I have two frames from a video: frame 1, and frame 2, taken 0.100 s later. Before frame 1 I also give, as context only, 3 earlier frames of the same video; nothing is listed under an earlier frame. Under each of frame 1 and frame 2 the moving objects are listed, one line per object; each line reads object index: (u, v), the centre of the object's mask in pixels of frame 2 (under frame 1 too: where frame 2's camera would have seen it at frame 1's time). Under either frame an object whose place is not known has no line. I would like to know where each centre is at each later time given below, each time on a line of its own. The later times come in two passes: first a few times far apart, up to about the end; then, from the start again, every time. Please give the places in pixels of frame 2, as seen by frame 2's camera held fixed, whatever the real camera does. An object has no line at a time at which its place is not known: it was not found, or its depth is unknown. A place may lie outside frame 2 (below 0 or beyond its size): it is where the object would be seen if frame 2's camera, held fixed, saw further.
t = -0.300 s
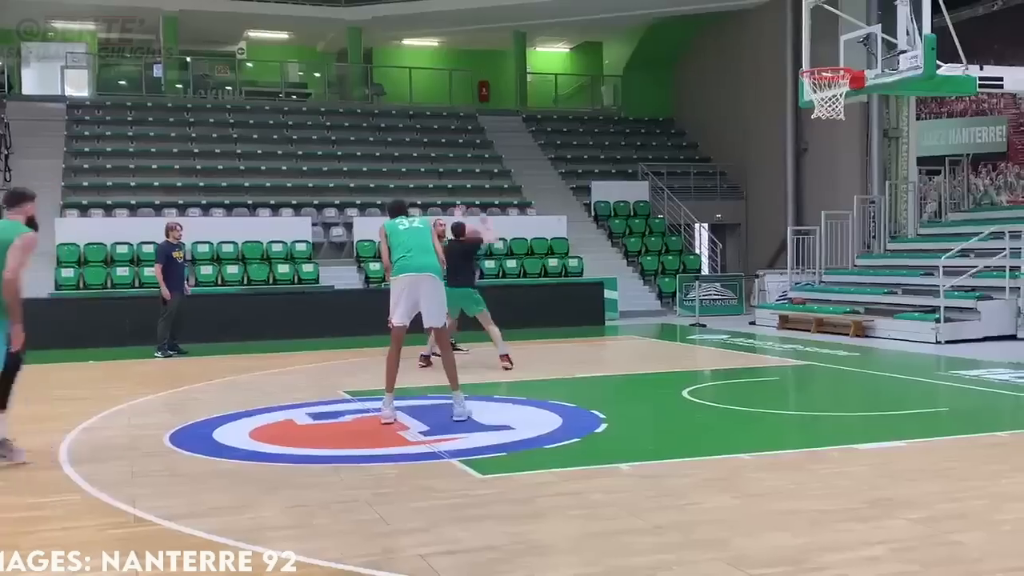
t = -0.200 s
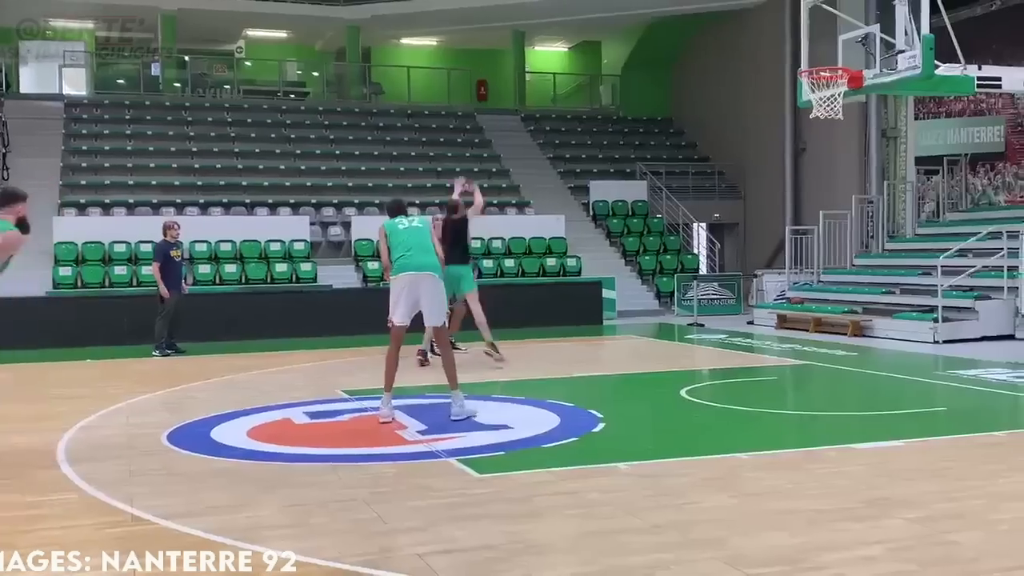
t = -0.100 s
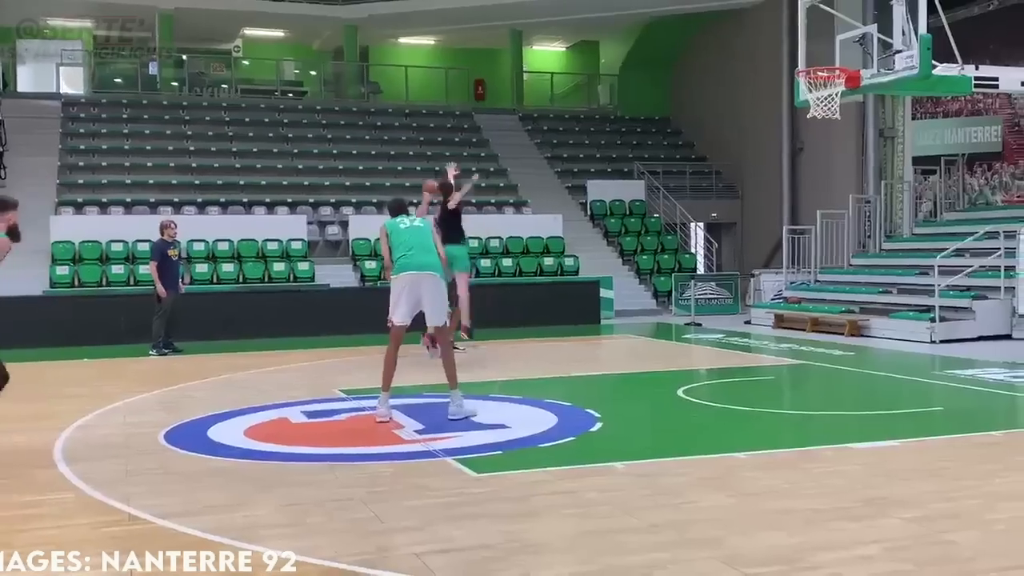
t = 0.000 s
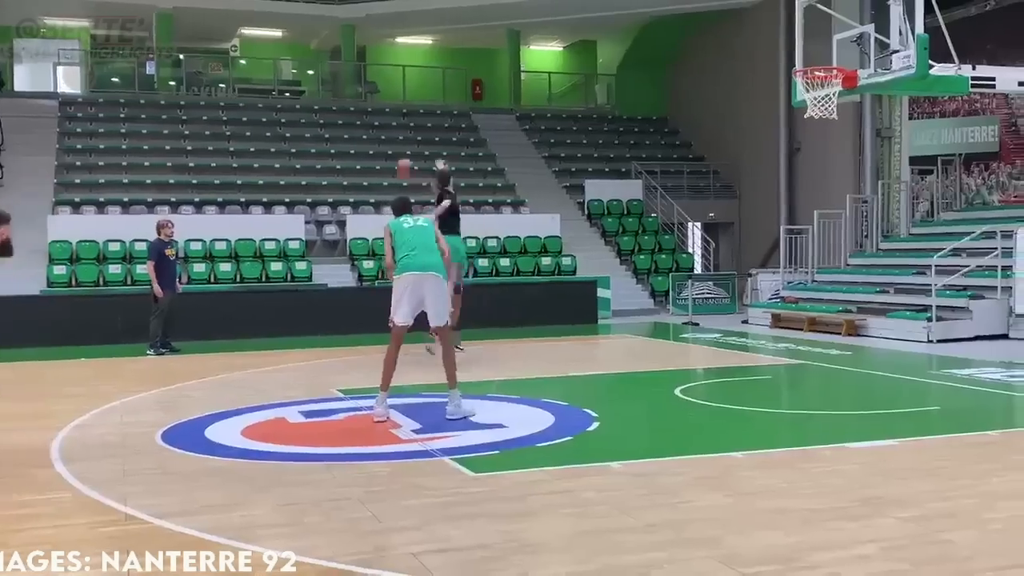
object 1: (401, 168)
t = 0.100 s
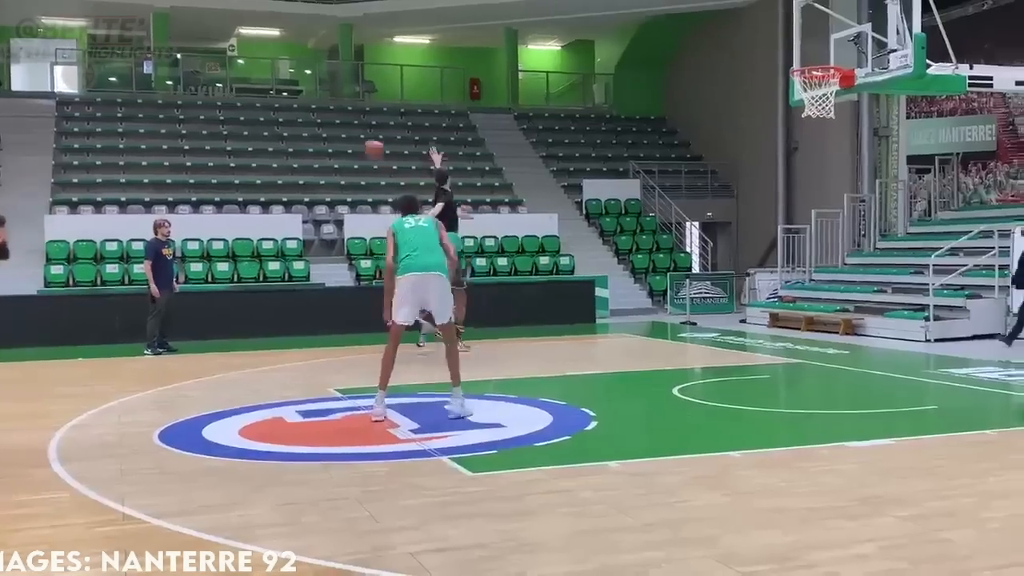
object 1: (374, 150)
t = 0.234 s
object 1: (329, 134)
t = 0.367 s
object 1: (277, 131)
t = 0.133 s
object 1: (363, 145)
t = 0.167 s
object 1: (352, 140)
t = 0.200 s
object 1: (341, 137)
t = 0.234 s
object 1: (329, 134)
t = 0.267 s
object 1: (317, 132)
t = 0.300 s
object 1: (304, 131)
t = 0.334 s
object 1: (290, 131)
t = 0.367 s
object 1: (277, 131)
